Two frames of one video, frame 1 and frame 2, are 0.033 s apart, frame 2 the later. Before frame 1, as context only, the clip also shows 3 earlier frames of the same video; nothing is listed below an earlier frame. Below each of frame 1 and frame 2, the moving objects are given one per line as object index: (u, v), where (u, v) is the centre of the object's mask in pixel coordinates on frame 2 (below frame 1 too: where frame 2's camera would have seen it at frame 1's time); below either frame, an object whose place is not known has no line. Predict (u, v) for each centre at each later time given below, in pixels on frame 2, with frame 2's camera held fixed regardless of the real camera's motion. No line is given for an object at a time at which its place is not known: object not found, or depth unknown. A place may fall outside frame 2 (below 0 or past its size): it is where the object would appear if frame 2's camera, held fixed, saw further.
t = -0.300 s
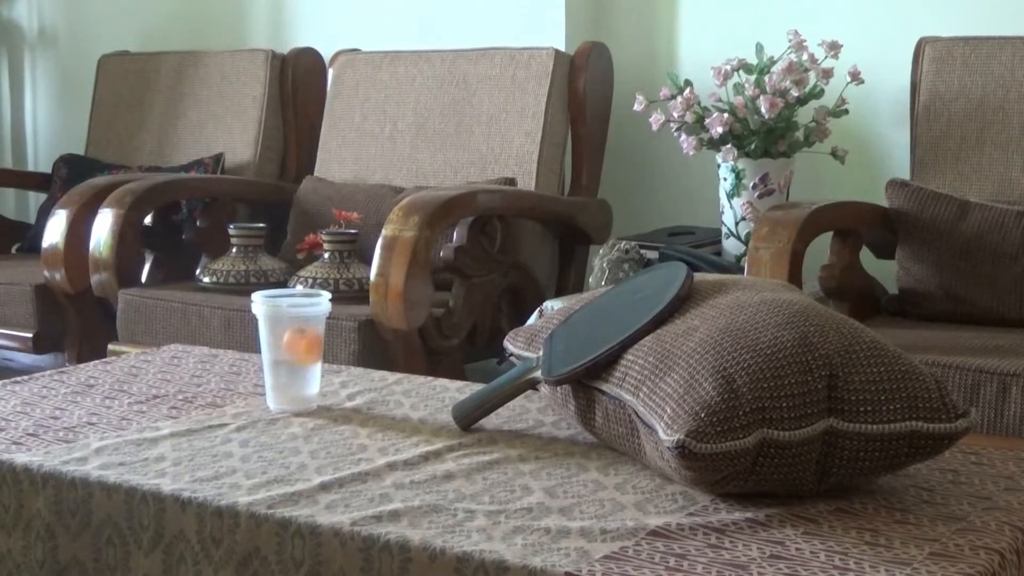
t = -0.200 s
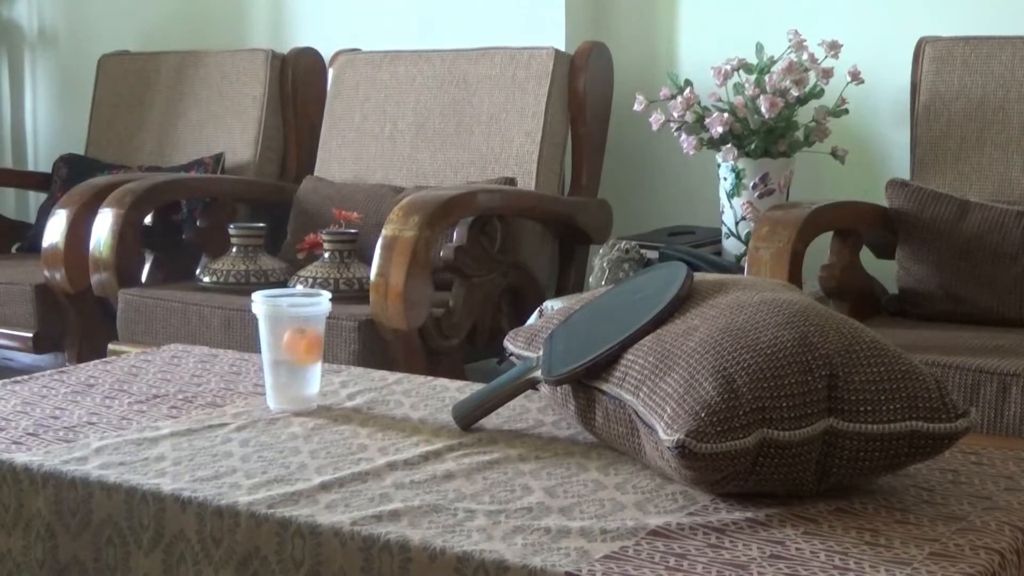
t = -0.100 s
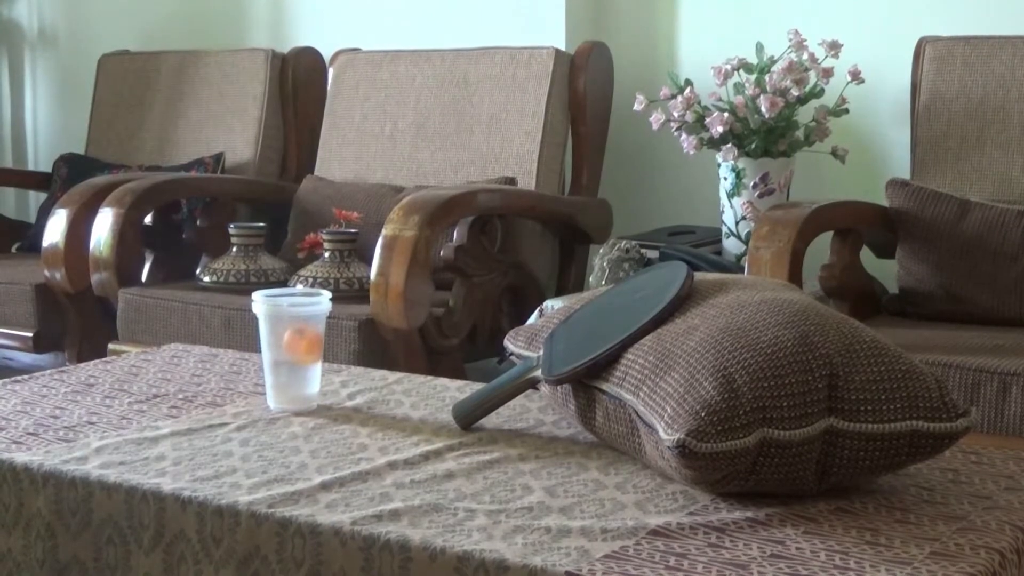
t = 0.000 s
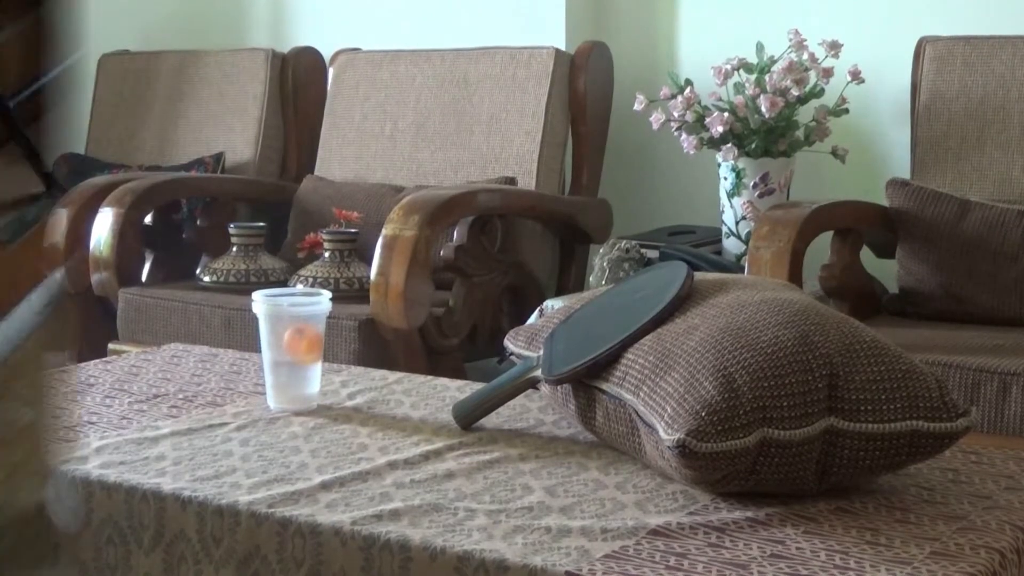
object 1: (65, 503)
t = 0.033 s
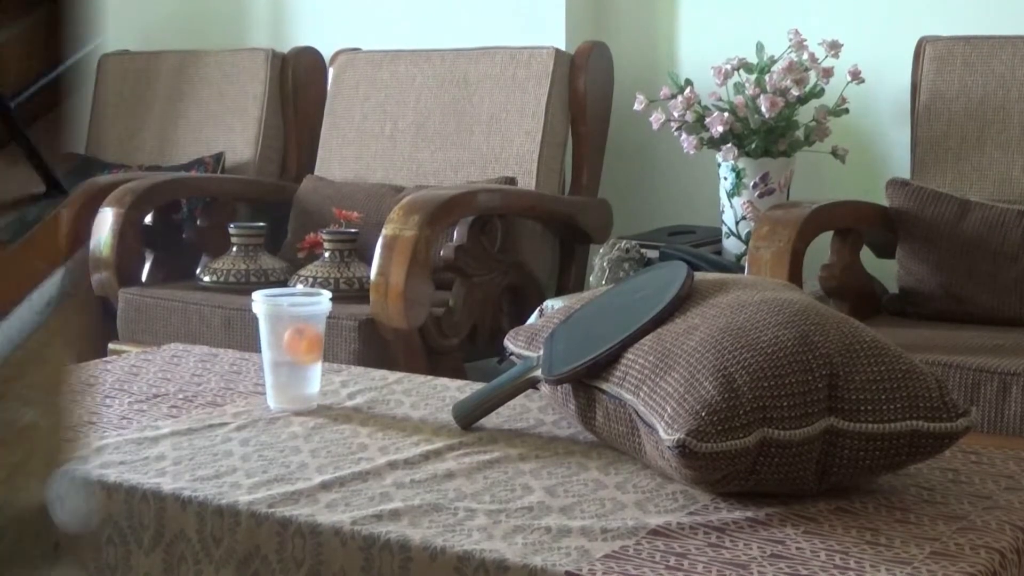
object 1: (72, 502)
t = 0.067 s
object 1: (78, 500)
